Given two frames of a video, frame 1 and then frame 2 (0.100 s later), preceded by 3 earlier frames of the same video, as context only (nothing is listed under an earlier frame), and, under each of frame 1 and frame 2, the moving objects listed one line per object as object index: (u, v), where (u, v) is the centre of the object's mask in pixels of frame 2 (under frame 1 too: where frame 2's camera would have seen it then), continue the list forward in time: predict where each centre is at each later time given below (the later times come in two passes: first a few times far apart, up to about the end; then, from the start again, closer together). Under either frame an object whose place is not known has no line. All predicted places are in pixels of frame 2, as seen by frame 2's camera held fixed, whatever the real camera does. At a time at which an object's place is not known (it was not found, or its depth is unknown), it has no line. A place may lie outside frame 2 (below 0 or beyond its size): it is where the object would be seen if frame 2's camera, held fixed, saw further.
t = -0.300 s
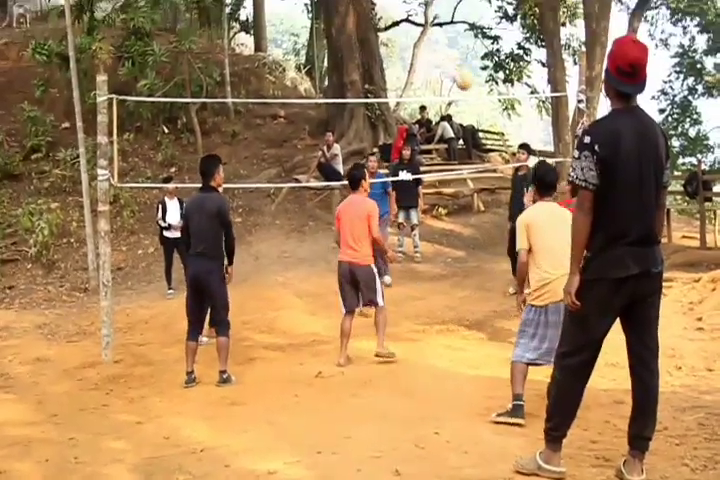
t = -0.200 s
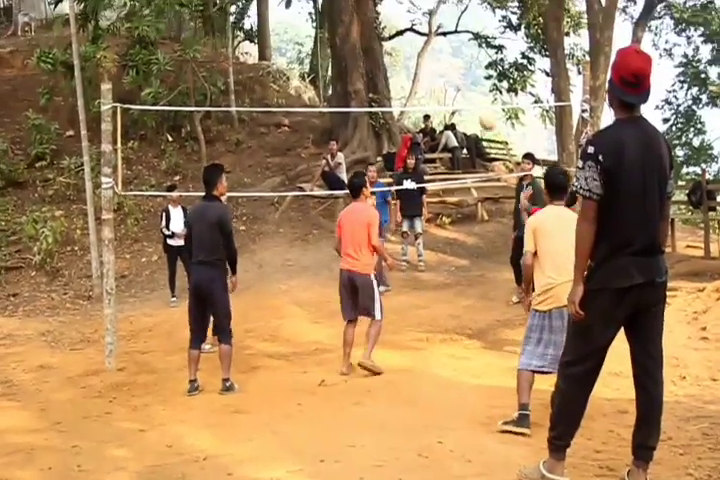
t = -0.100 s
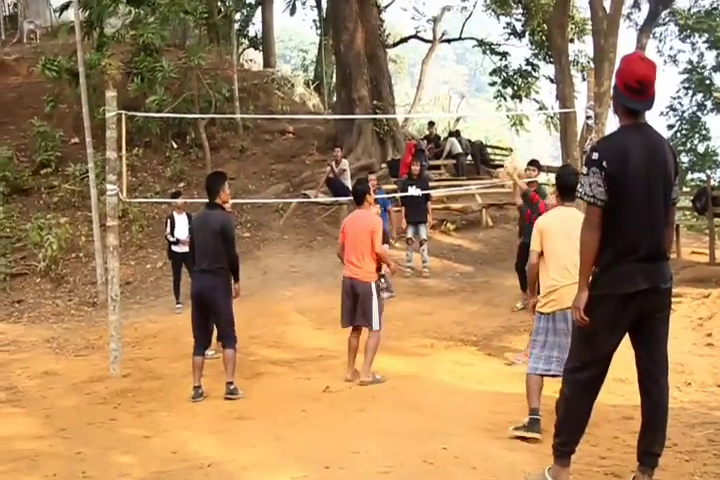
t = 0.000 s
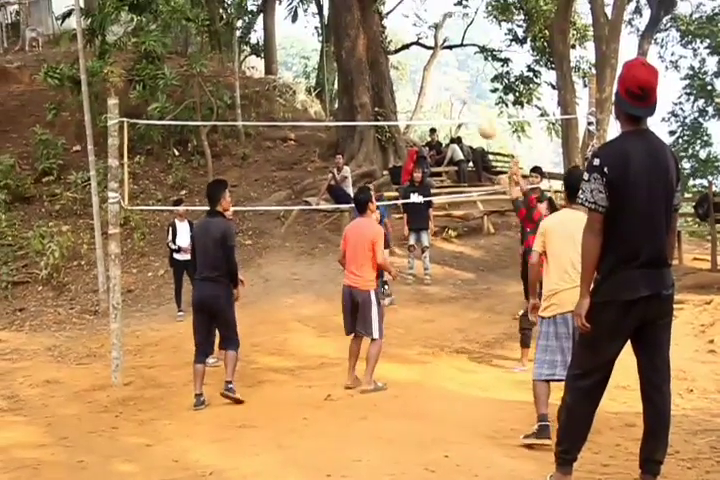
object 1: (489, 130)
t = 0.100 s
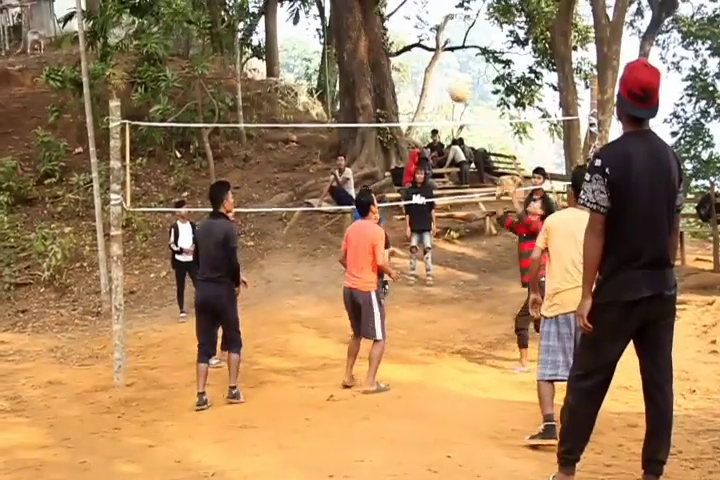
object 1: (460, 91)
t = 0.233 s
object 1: (418, 57)
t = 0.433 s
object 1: (358, 40)
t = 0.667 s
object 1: (290, 83)
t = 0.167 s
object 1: (438, 72)
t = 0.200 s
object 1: (429, 66)
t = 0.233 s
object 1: (418, 57)
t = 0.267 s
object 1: (407, 51)
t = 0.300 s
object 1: (397, 44)
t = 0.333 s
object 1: (389, 42)
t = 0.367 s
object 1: (378, 40)
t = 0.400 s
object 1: (368, 40)
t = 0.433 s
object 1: (358, 40)
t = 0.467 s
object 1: (348, 42)
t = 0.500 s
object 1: (338, 45)
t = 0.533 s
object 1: (329, 49)
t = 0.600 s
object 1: (309, 65)
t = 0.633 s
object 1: (300, 69)
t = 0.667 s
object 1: (290, 83)
